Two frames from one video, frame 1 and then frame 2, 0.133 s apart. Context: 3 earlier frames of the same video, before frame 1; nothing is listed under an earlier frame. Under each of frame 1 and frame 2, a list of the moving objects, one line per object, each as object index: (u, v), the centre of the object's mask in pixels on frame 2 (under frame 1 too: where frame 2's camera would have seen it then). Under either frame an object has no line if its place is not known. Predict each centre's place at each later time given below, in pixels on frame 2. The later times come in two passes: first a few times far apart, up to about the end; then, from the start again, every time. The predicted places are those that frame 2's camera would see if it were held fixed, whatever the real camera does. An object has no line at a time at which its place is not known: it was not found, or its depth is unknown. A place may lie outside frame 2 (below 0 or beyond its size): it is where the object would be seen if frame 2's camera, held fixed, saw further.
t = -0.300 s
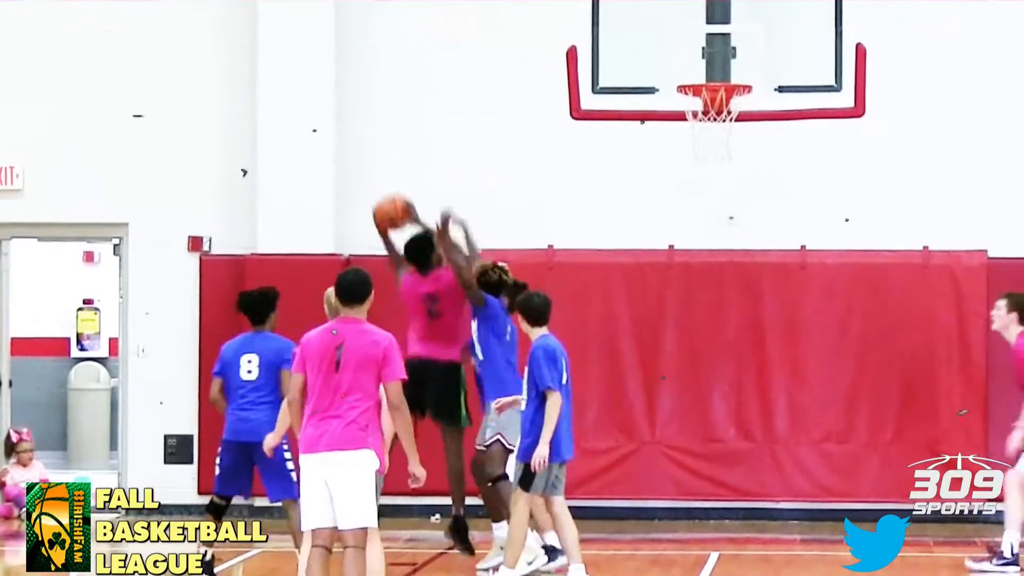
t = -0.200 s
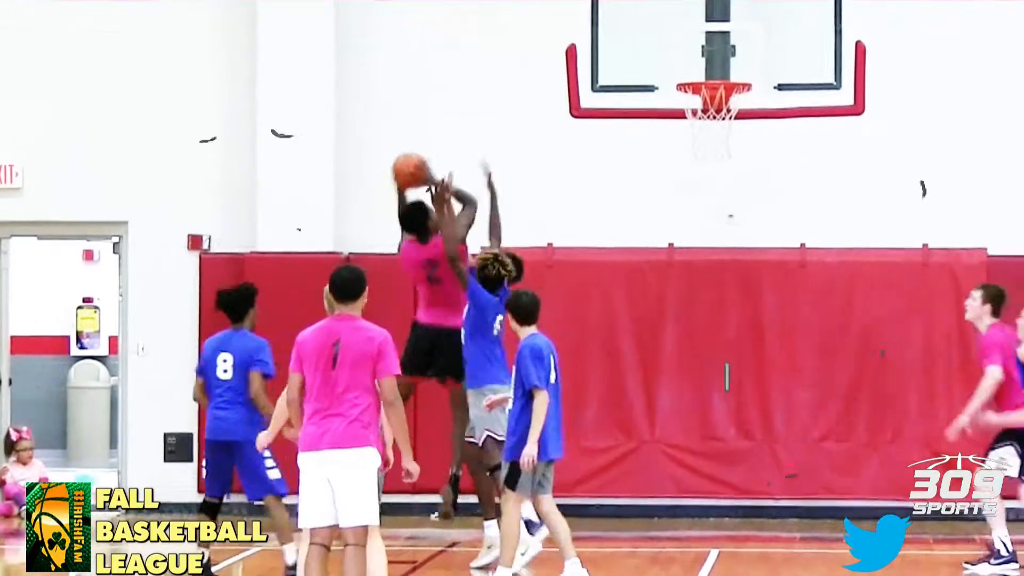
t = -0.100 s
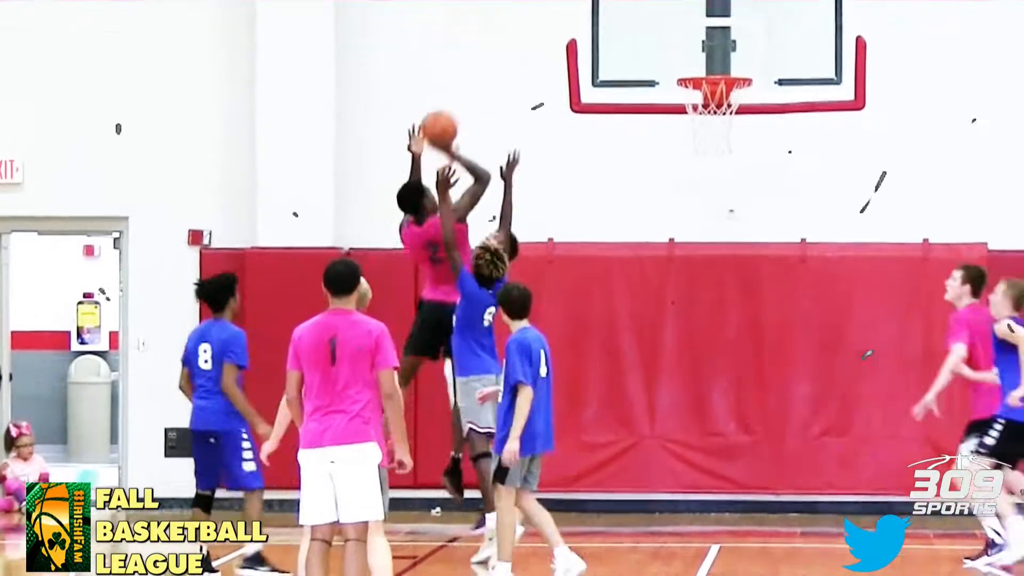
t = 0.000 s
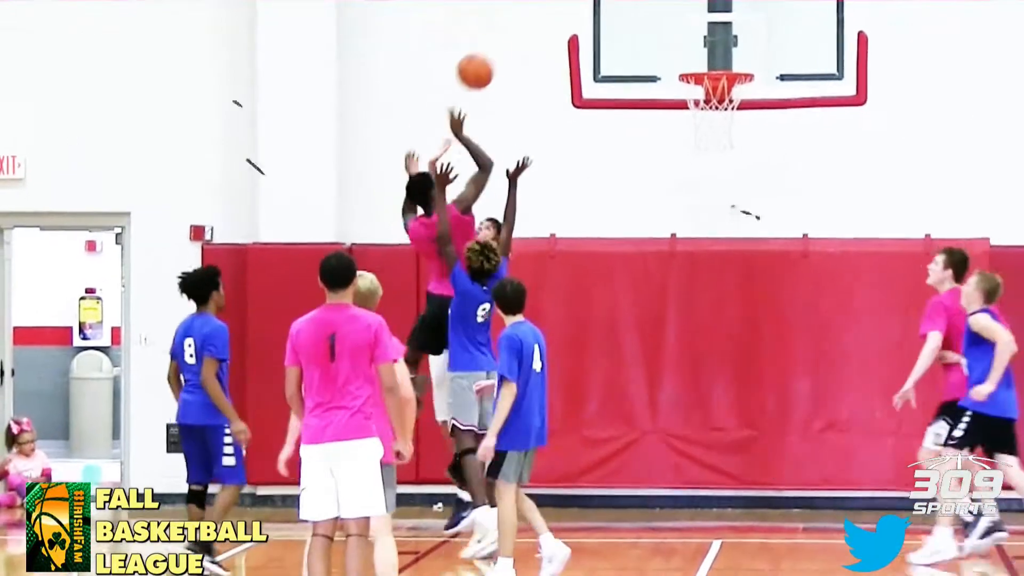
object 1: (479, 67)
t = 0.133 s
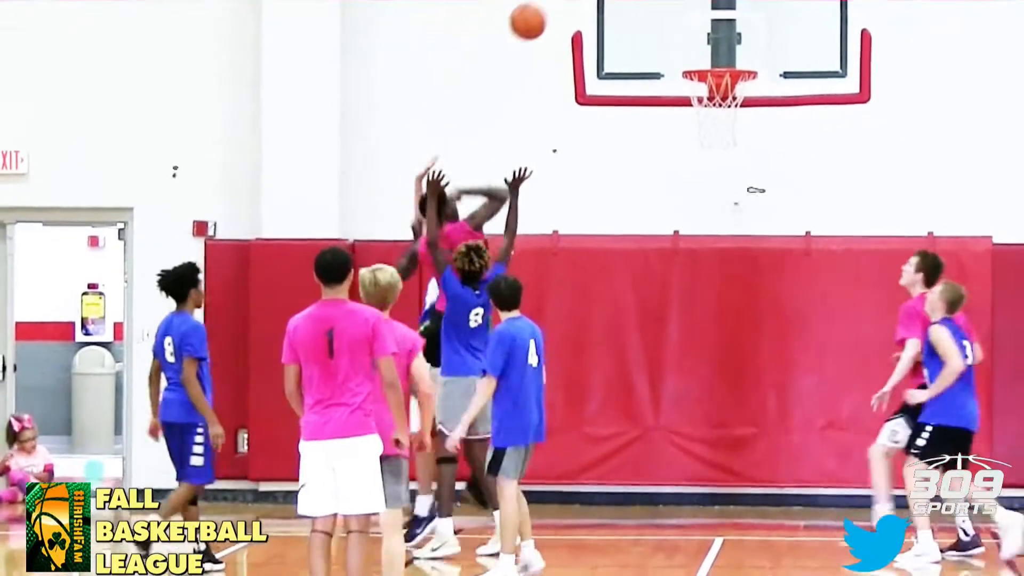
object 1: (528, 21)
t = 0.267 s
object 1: (576, 11)
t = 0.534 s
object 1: (669, 48)
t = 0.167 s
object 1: (540, 15)
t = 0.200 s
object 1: (551, 13)
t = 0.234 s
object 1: (563, 11)
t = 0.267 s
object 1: (576, 11)
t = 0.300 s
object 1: (587, 11)
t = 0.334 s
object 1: (598, 12)
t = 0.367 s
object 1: (610, 13)
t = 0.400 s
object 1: (622, 15)
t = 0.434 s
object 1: (634, 18)
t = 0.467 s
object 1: (646, 26)
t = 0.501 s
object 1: (657, 36)
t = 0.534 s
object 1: (669, 48)
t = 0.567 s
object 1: (676, 54)
